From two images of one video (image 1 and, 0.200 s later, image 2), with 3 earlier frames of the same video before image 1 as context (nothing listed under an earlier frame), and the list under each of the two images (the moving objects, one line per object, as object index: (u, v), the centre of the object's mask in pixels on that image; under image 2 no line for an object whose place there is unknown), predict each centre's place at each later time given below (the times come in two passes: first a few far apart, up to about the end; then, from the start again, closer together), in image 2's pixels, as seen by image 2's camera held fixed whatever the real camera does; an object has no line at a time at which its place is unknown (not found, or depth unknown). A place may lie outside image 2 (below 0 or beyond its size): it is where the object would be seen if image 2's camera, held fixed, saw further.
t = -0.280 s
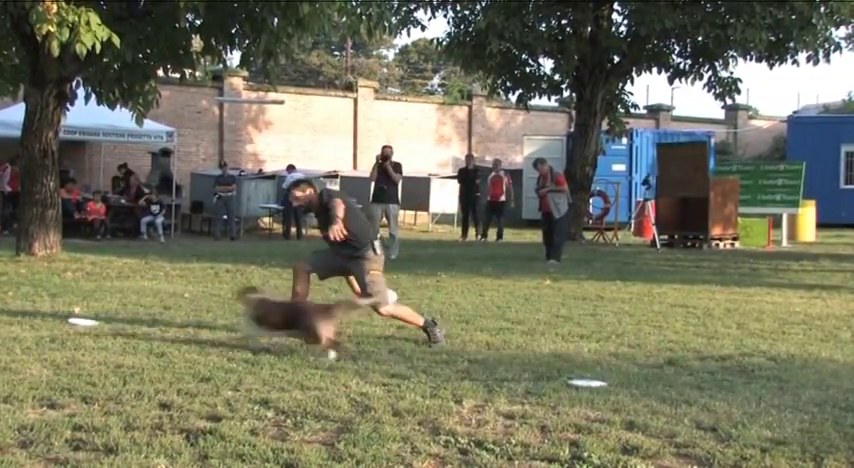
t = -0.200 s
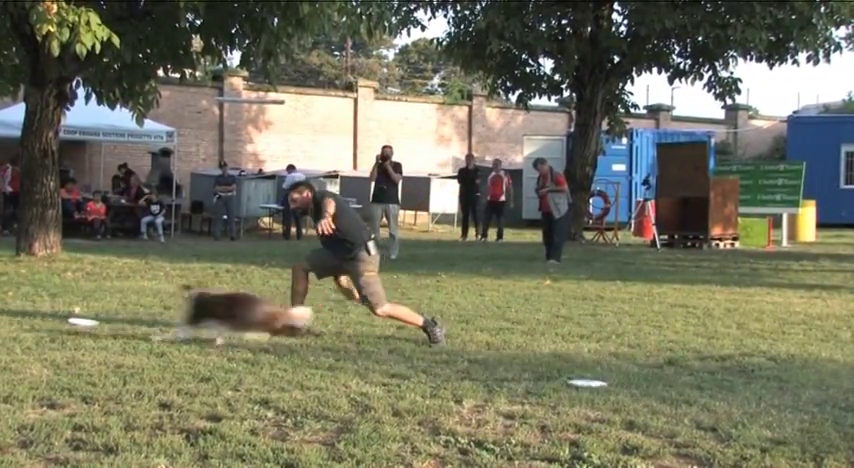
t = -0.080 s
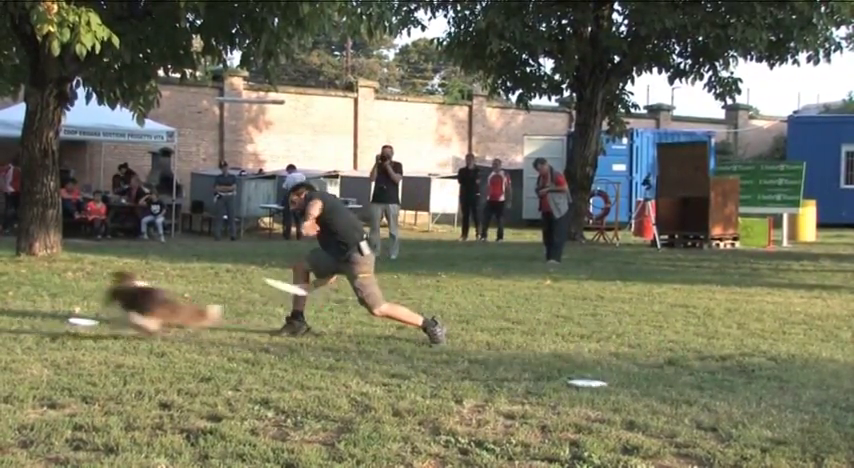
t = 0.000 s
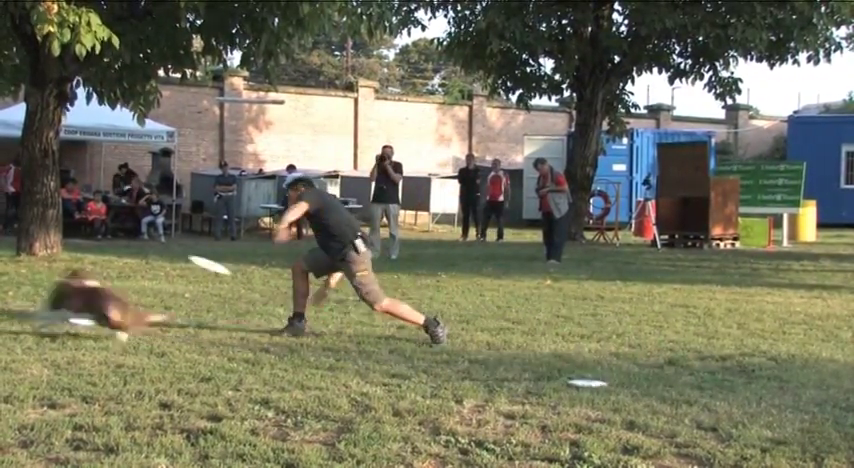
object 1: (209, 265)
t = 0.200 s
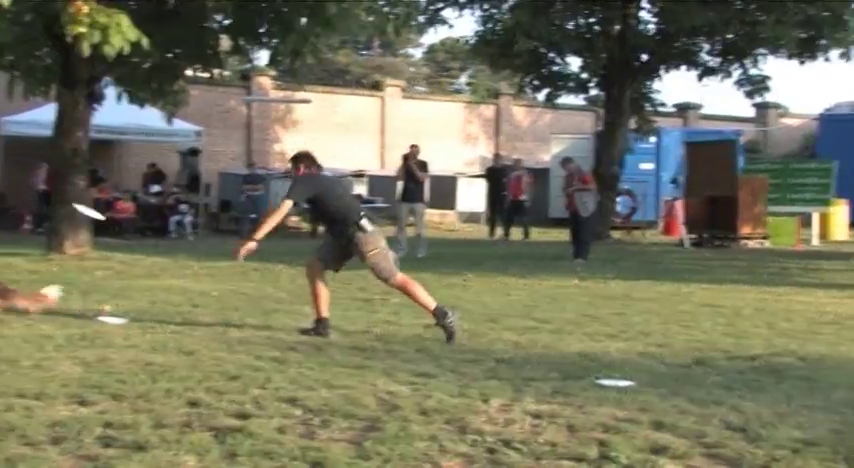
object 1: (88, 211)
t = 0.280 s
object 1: (40, 195)
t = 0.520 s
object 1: (-71, 155)
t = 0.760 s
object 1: (-140, 134)
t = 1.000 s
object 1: (-183, 138)
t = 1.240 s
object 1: (-206, 162)
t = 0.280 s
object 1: (40, 195)
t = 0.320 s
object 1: (18, 187)
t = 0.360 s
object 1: (-2, 180)
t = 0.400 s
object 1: (-21, 173)
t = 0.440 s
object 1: (-39, 167)
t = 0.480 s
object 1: (-55, 160)
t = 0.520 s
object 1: (-71, 155)
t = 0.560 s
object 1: (-84, 150)
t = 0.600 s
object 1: (-97, 146)
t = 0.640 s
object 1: (-109, 142)
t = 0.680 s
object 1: (-121, 138)
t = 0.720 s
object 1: (-130, 136)
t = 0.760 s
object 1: (-140, 134)
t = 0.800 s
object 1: (-149, 132)
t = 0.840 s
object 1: (-157, 132)
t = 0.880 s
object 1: (-164, 133)
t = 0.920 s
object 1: (-171, 134)
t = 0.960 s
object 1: (-178, 136)
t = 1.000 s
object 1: (-183, 138)
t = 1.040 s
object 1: (-189, 141)
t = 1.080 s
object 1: (-193, 144)
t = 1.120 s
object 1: (-198, 148)
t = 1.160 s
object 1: (-201, 152)
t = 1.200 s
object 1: (-204, 157)
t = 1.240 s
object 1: (-206, 162)
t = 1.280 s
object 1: (-208, 168)
